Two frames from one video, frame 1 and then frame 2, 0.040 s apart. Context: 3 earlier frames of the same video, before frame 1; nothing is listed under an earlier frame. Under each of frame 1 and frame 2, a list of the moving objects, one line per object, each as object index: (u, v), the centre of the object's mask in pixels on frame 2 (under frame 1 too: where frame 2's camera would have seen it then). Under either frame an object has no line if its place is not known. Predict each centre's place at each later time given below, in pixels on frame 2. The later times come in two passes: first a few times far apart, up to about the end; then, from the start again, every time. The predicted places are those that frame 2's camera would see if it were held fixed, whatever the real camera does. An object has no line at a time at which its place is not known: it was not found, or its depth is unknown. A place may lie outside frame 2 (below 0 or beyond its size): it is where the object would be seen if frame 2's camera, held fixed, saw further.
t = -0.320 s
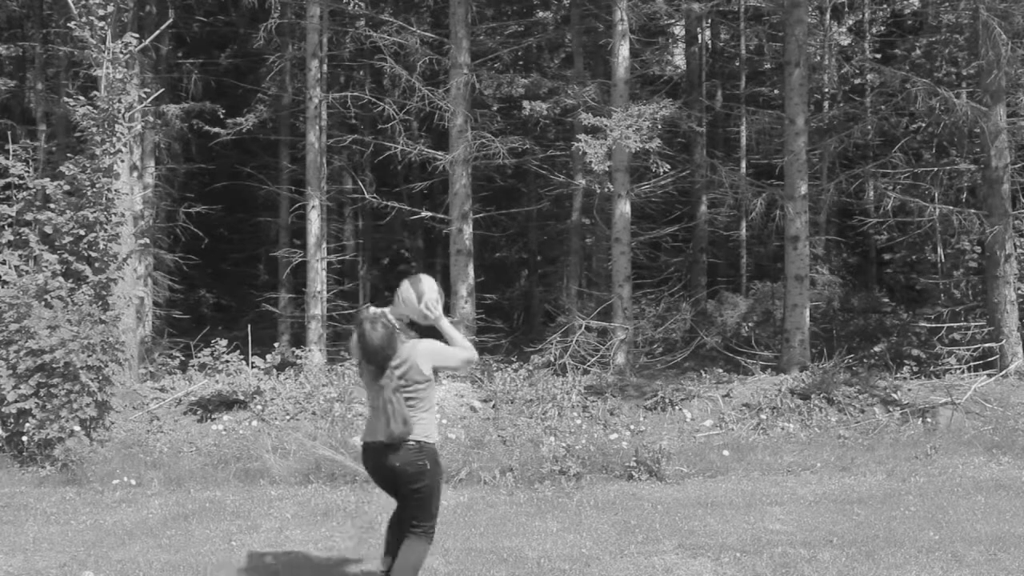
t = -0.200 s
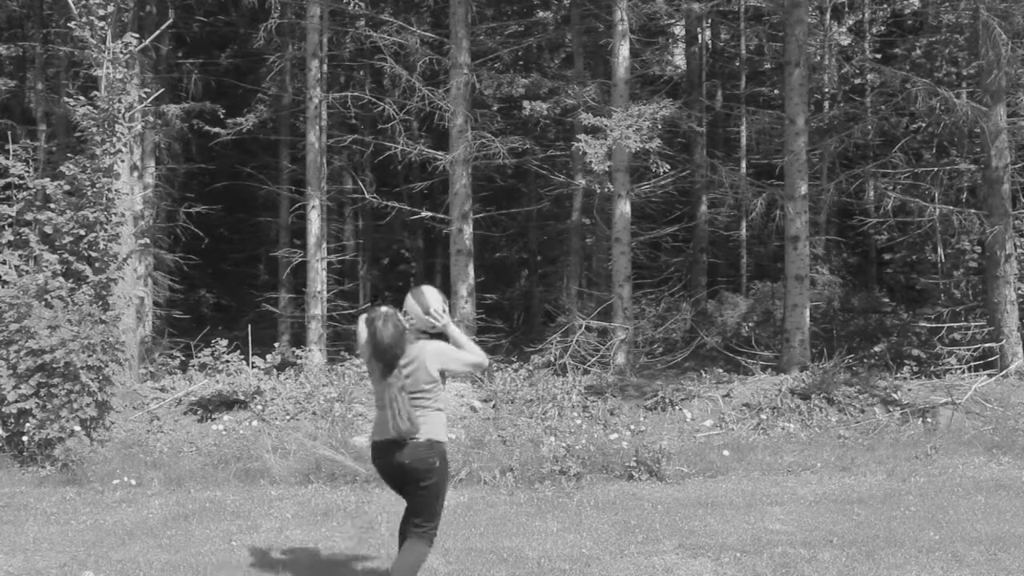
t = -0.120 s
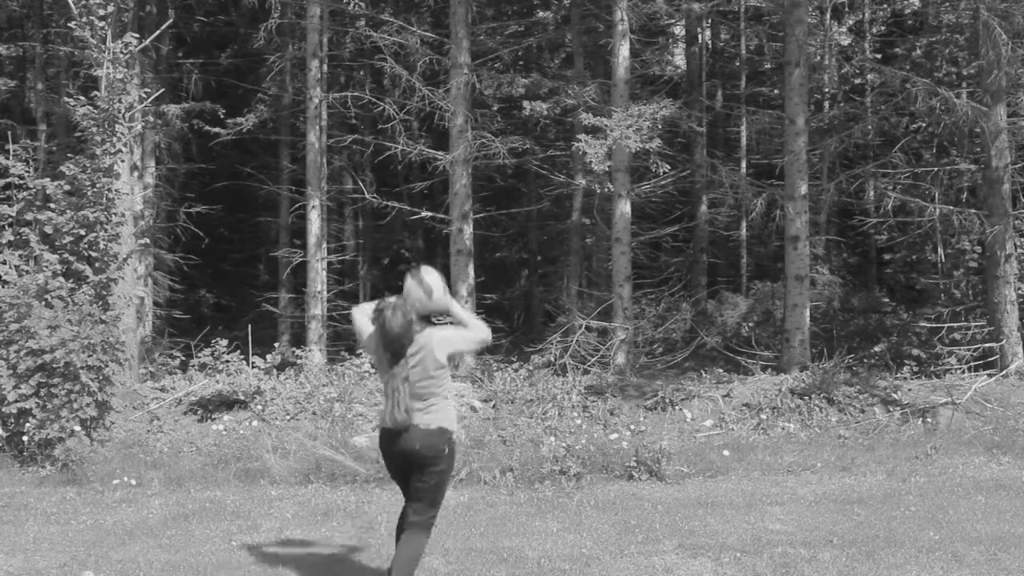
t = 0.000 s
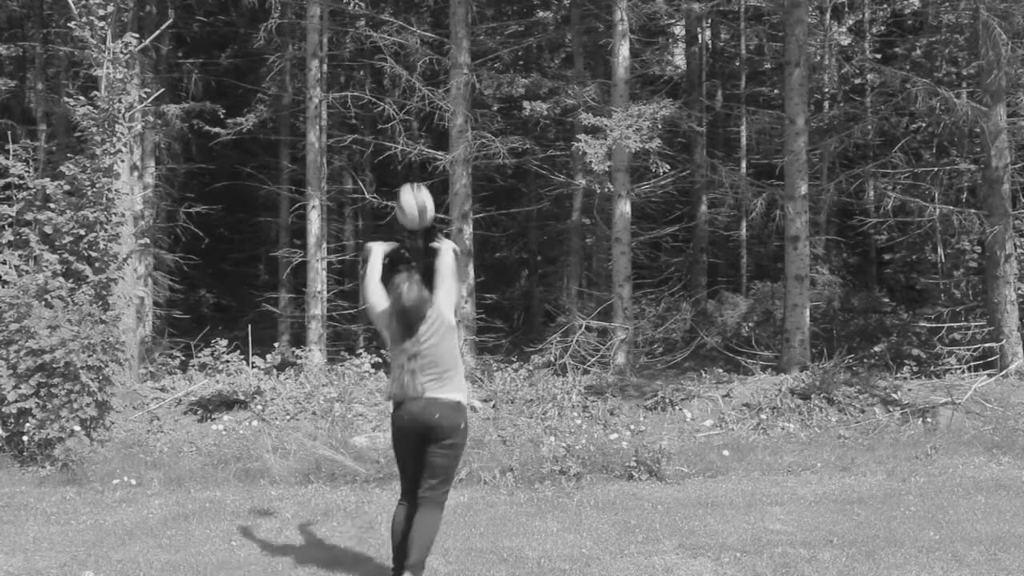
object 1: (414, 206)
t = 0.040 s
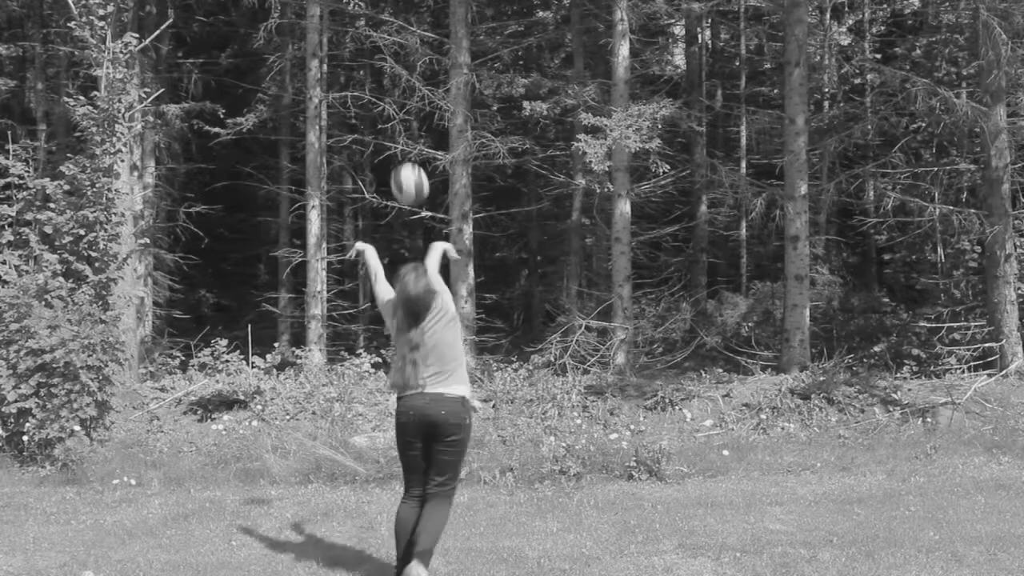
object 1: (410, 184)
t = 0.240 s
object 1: (392, 131)
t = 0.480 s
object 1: (382, 150)
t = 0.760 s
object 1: (375, 234)
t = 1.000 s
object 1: (371, 337)
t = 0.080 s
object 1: (405, 167)
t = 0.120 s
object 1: (400, 153)
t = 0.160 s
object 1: (397, 144)
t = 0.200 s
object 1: (394, 136)
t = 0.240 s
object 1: (392, 131)
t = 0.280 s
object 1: (390, 129)
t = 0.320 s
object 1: (389, 130)
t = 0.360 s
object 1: (387, 132)
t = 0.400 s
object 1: (385, 136)
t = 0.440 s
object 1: (383, 142)
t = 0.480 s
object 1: (382, 150)
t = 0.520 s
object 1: (381, 160)
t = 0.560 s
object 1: (380, 170)
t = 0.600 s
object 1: (379, 181)
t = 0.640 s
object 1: (379, 193)
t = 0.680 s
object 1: (377, 207)
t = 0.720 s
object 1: (376, 220)
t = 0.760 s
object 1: (375, 234)
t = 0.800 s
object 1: (374, 250)
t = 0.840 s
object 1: (373, 266)
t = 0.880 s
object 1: (373, 282)
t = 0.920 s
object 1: (372, 300)
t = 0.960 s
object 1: (371, 318)
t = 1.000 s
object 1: (371, 337)
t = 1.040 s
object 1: (372, 353)
